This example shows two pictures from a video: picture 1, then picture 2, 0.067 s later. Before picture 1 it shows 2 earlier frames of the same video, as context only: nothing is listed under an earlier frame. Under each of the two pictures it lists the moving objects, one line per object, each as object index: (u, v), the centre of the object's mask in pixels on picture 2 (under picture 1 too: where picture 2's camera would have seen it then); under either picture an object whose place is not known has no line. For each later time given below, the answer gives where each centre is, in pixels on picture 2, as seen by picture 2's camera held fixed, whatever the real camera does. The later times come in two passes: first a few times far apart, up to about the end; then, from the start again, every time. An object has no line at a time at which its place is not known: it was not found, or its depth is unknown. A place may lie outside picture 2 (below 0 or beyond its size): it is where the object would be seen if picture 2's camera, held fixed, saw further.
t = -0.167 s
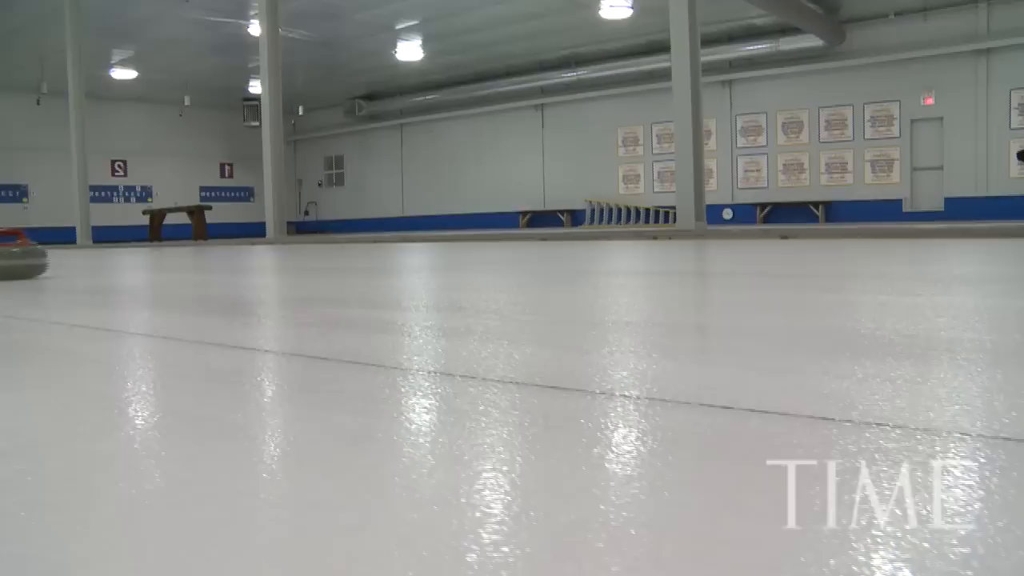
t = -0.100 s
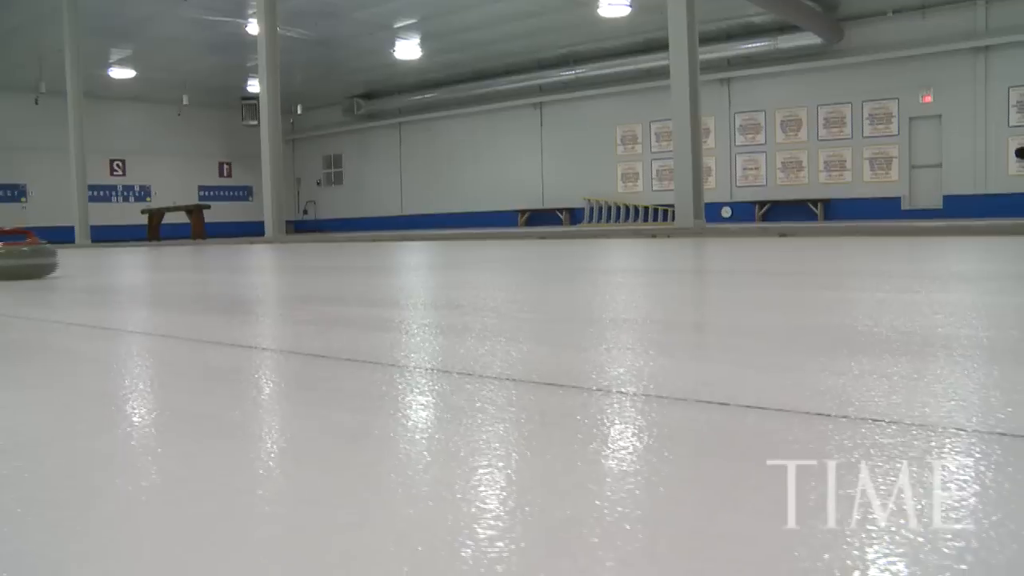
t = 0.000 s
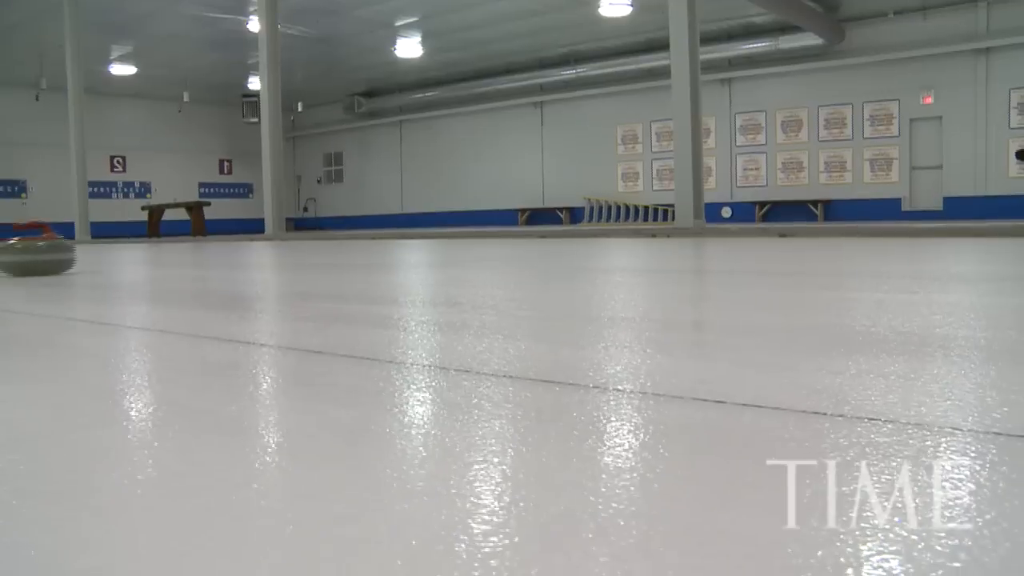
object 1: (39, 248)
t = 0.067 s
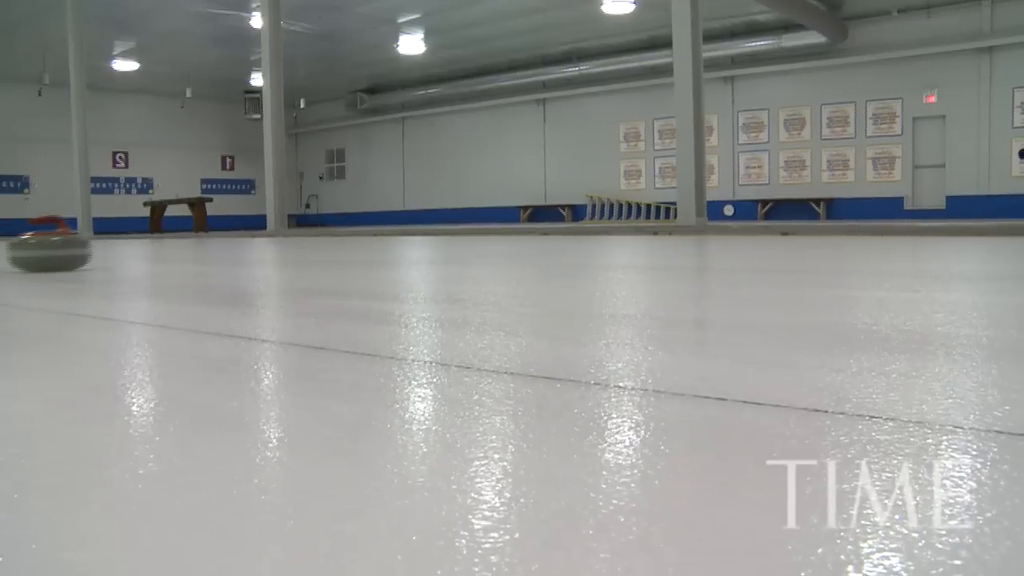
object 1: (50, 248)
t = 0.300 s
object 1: (96, 248)
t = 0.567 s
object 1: (163, 248)
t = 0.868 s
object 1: (257, 249)
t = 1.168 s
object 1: (385, 250)
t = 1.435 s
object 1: (540, 251)
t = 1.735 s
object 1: (781, 257)
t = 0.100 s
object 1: (56, 248)
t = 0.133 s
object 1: (62, 248)
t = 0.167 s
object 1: (69, 248)
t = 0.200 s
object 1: (75, 248)
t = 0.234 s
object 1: (82, 248)
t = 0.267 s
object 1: (89, 248)
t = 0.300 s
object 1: (96, 248)
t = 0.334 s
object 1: (104, 248)
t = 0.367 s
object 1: (112, 248)
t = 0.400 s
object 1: (120, 248)
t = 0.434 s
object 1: (128, 248)
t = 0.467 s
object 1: (137, 248)
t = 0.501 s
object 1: (145, 248)
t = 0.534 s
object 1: (154, 248)
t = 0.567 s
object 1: (163, 248)
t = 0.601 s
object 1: (171, 248)
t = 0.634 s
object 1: (181, 248)
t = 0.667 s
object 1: (191, 249)
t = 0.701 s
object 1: (201, 249)
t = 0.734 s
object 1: (211, 248)
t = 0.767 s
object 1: (222, 248)
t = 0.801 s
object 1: (234, 249)
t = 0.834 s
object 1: (245, 249)
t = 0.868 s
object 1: (257, 249)
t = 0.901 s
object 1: (269, 249)
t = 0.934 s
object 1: (282, 249)
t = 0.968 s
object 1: (296, 249)
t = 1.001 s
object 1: (310, 249)
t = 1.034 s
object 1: (324, 250)
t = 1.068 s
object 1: (338, 249)
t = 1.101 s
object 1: (352, 250)
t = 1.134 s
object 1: (368, 250)
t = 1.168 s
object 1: (385, 250)
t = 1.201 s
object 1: (401, 250)
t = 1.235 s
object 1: (419, 250)
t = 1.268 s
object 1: (437, 251)
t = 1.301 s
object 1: (457, 251)
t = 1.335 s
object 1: (477, 251)
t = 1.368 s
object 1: (497, 251)
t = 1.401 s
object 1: (518, 251)
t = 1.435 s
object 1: (540, 251)
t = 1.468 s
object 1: (563, 252)
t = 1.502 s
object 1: (586, 253)
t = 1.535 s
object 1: (612, 253)
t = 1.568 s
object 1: (636, 253)
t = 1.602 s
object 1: (664, 254)
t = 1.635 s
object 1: (691, 256)
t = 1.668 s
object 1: (721, 256)
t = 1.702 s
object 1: (750, 256)
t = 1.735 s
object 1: (781, 257)
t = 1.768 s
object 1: (814, 258)
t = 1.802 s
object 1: (847, 259)
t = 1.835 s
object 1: (882, 260)
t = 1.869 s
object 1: (912, 260)
